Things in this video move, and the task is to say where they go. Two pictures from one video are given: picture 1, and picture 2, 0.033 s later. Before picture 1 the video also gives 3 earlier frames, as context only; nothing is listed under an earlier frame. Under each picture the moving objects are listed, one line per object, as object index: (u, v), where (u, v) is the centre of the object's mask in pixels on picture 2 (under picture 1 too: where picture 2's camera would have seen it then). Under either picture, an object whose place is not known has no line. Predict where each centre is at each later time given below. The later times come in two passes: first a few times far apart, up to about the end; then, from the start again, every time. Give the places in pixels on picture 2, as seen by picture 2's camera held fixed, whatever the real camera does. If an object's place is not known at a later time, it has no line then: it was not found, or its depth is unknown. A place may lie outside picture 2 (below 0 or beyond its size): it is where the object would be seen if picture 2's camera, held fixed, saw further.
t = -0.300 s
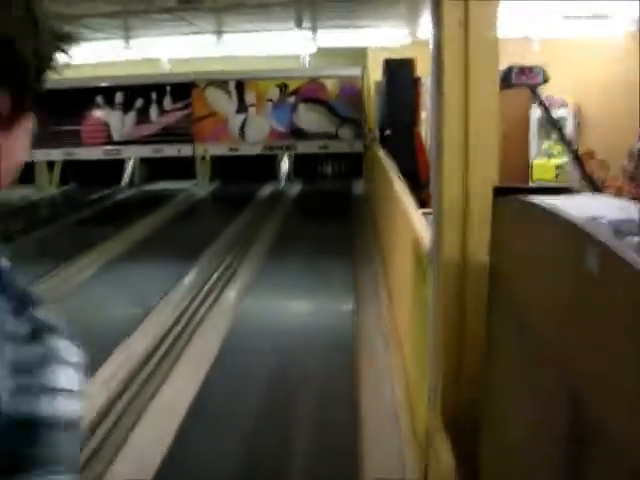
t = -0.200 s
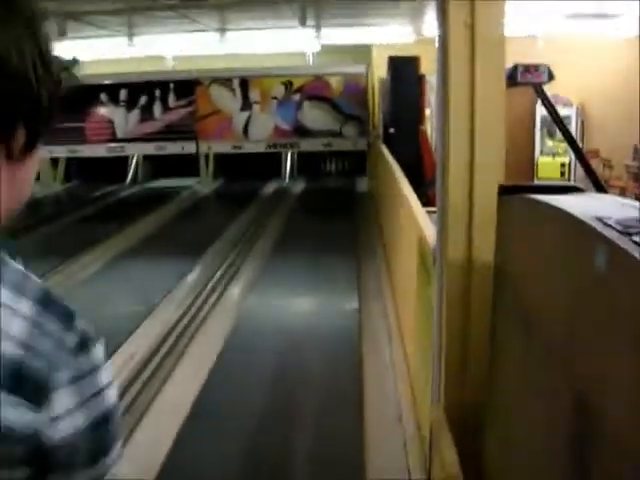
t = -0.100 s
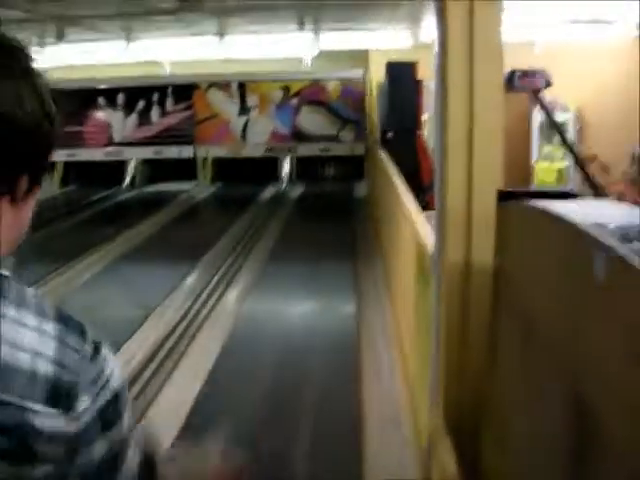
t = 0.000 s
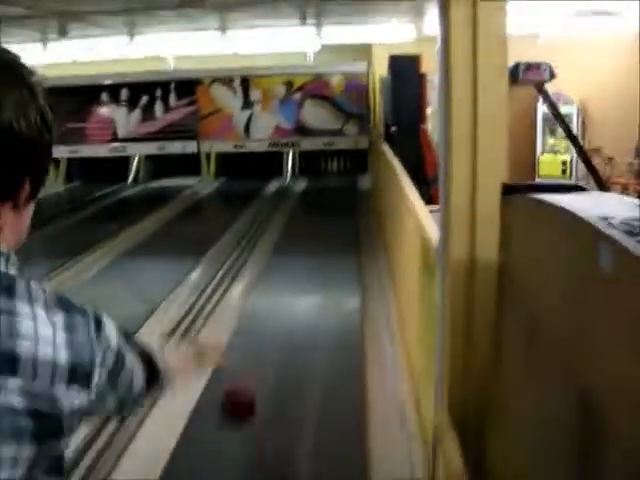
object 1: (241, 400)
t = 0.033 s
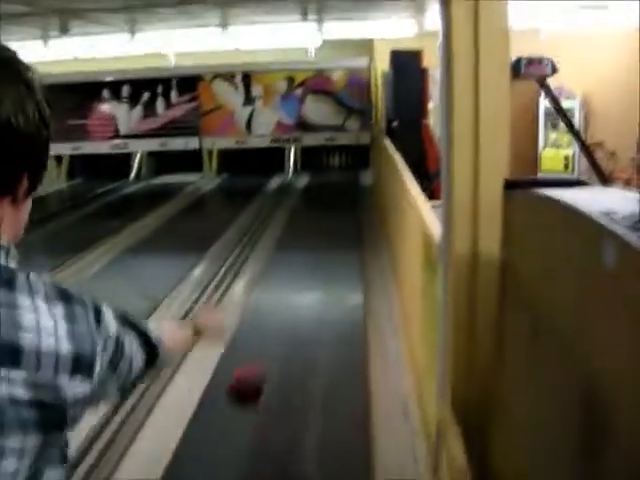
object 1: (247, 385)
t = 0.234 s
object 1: (265, 371)
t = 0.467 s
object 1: (272, 303)
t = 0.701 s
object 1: (276, 262)
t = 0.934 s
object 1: (279, 237)
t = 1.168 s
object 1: (275, 220)
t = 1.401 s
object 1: (288, 207)
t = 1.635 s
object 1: (291, 197)
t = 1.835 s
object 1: (297, 186)
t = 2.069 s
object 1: (303, 179)
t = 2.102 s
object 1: (303, 178)
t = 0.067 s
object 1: (249, 381)
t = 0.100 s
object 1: (252, 377)
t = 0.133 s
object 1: (256, 376)
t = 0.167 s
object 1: (259, 377)
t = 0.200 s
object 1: (262, 380)
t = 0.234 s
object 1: (265, 371)
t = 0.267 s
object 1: (266, 356)
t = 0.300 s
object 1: (267, 343)
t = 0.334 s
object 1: (270, 335)
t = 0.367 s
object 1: (271, 326)
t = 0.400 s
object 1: (271, 319)
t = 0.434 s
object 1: (272, 312)
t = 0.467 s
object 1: (272, 303)
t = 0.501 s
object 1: (273, 295)
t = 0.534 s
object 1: (273, 289)
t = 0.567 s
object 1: (274, 283)
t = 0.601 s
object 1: (274, 276)
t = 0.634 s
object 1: (275, 272)
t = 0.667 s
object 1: (276, 266)
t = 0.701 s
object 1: (276, 262)
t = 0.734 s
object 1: (276, 259)
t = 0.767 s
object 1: (276, 255)
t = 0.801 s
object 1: (276, 250)
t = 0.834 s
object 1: (277, 247)
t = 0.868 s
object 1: (277, 242)
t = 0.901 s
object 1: (278, 240)
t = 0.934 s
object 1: (279, 237)
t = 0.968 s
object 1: (279, 236)
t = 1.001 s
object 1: (279, 230)
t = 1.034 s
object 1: (279, 228)
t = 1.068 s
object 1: (279, 228)
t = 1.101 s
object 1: (276, 222)
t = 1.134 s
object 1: (274, 221)
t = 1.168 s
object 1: (275, 220)
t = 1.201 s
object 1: (277, 218)
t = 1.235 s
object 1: (281, 216)
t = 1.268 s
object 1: (284, 214)
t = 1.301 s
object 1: (285, 210)
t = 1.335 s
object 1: (288, 210)
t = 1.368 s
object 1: (288, 207)
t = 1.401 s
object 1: (288, 207)
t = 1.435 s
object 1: (289, 204)
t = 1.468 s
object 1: (290, 200)
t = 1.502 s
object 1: (290, 199)
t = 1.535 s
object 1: (290, 198)
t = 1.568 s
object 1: (290, 198)
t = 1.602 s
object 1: (291, 197)
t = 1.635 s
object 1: (291, 197)
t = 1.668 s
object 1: (292, 193)
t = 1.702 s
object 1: (293, 191)
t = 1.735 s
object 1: (294, 190)
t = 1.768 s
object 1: (294, 190)
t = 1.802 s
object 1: (296, 188)
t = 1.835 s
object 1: (297, 186)
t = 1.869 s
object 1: (300, 184)
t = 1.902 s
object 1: (301, 183)
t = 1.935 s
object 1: (301, 183)
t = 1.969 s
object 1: (302, 181)
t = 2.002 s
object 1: (303, 180)
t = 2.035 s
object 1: (303, 180)
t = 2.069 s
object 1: (303, 179)
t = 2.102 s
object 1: (303, 178)
